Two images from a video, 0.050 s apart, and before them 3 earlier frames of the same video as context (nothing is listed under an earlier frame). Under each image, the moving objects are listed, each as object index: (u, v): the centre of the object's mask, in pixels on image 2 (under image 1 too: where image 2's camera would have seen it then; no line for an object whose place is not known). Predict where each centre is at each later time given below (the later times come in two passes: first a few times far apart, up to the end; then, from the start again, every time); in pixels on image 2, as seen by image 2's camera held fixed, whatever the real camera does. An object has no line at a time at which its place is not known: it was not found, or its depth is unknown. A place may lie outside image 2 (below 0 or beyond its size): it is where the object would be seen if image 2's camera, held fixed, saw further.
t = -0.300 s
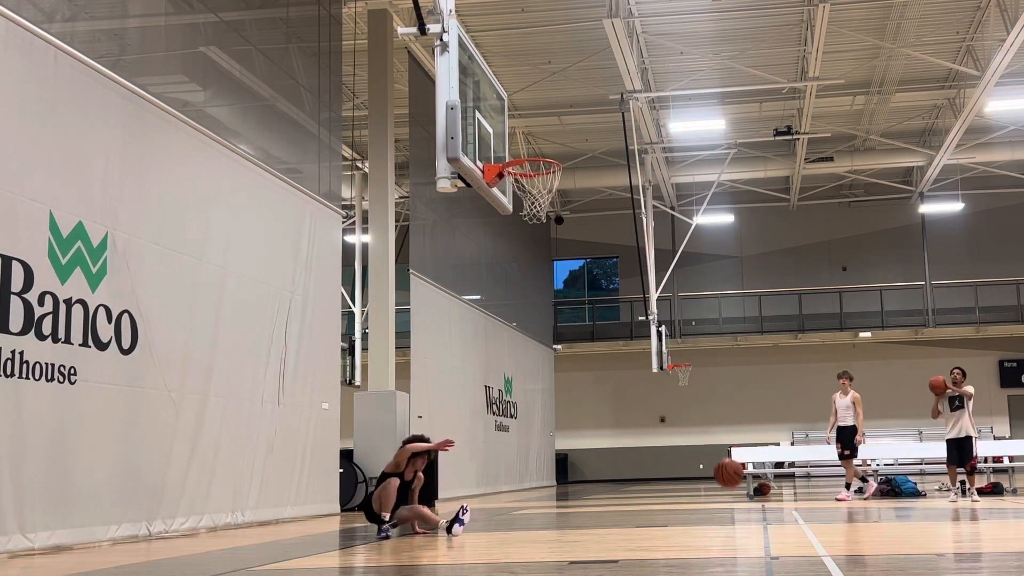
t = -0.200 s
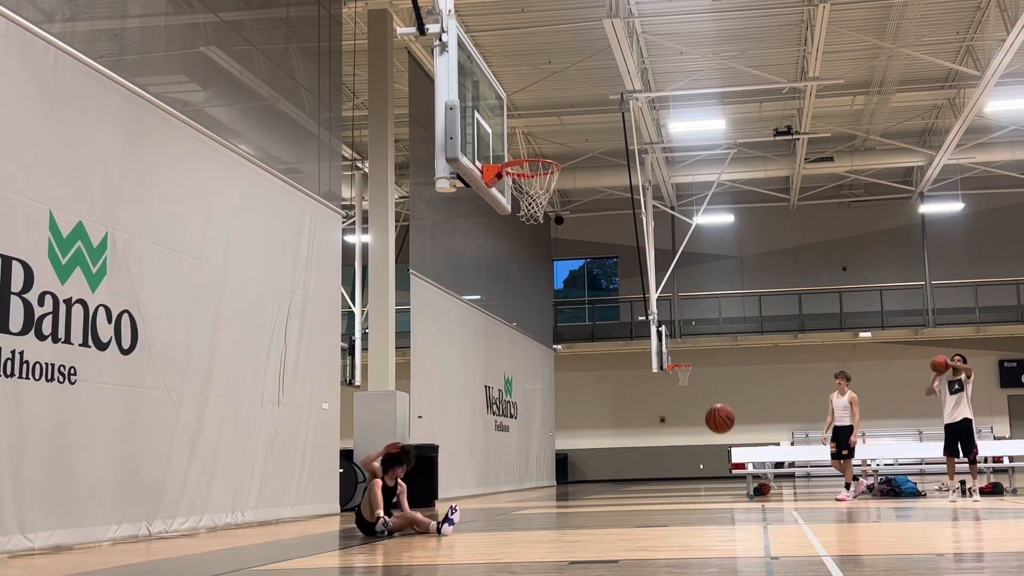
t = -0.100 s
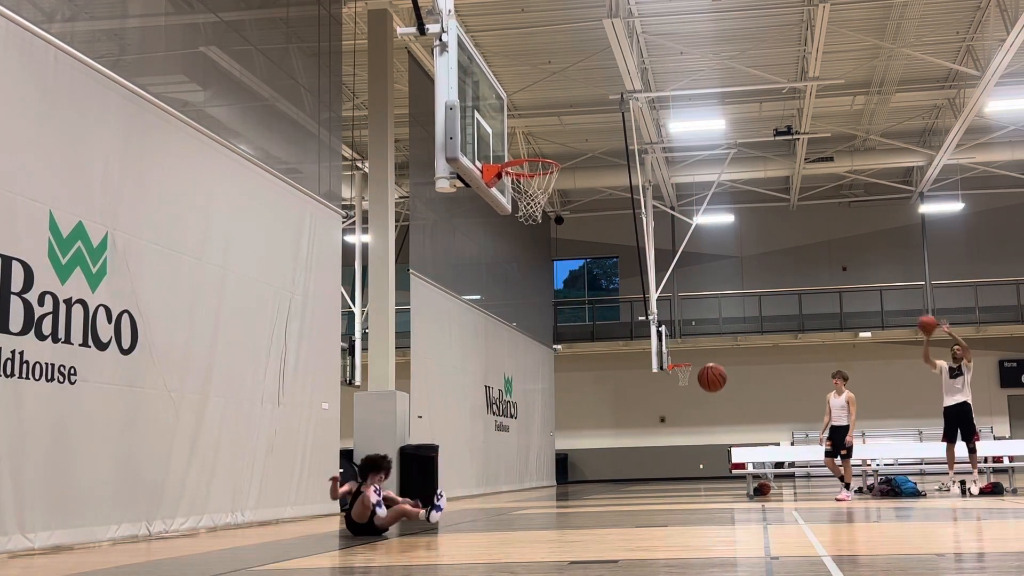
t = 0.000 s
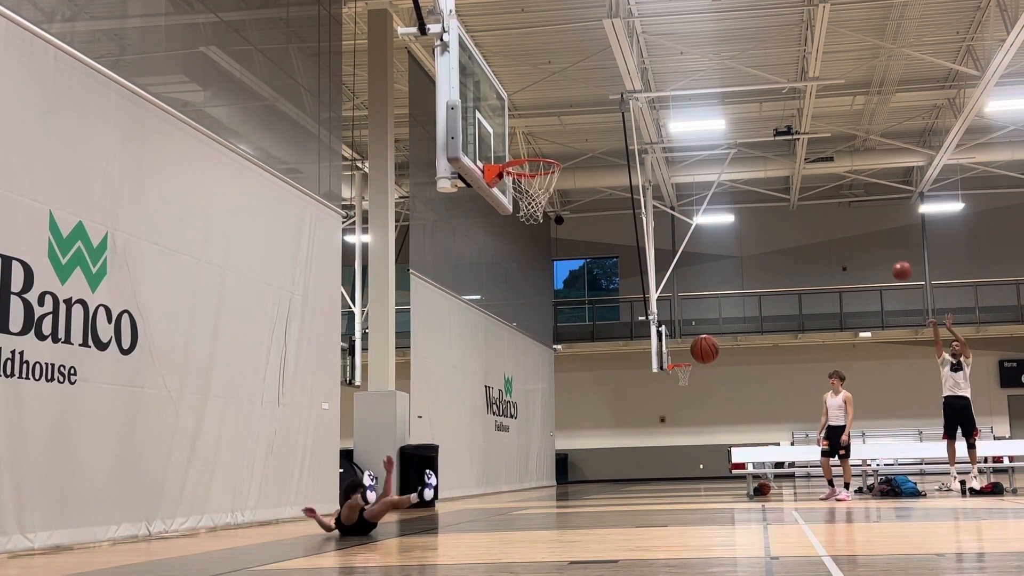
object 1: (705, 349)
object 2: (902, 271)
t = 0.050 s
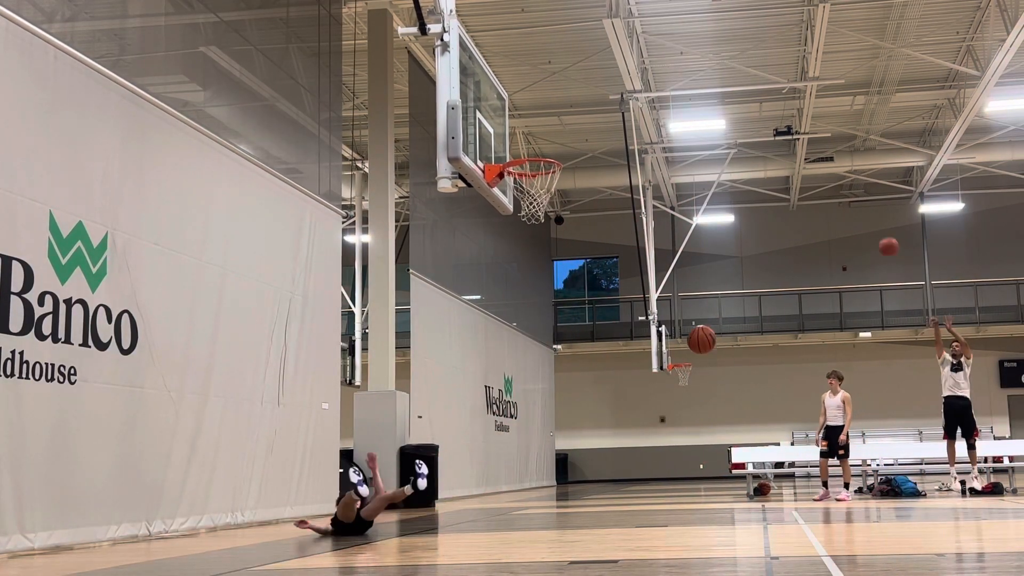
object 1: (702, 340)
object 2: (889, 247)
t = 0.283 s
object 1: (688, 333)
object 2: (824, 151)
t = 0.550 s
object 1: (674, 400)
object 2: (744, 84)
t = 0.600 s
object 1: (672, 423)
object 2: (728, 77)
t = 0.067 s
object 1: (701, 337)
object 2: (884, 239)
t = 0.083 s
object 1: (700, 335)
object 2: (880, 231)
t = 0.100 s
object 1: (698, 333)
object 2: (875, 223)
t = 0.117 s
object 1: (697, 331)
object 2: (871, 216)
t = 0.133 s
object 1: (696, 330)
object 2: (866, 209)
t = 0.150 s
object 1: (696, 329)
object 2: (862, 202)
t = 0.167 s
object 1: (694, 328)
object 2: (858, 195)
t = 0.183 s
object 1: (693, 328)
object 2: (853, 188)
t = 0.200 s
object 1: (692, 328)
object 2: (848, 181)
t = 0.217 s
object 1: (692, 328)
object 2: (844, 176)
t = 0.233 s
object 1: (690, 329)
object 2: (839, 169)
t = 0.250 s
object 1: (690, 330)
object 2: (835, 163)
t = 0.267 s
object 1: (689, 331)
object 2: (829, 157)
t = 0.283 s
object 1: (688, 333)
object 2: (824, 151)
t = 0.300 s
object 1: (687, 335)
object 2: (820, 145)
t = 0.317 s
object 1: (686, 337)
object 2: (815, 140)
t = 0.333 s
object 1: (685, 339)
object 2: (810, 135)
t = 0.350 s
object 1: (684, 342)
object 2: (805, 130)
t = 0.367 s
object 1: (683, 345)
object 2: (800, 125)
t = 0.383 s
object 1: (682, 348)
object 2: (795, 121)
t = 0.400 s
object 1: (681, 352)
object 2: (790, 116)
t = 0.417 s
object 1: (680, 356)
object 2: (785, 112)
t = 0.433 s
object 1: (680, 361)
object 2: (780, 107)
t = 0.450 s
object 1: (679, 366)
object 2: (775, 103)
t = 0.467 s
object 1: (678, 371)
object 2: (770, 100)
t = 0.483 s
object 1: (677, 376)
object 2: (765, 96)
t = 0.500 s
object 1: (676, 382)
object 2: (760, 93)
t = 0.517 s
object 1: (676, 388)
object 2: (754, 89)
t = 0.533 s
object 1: (675, 394)
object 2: (749, 86)
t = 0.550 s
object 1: (674, 400)
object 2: (744, 84)
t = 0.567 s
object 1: (674, 408)
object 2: (738, 81)
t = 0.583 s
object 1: (673, 415)
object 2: (733, 79)
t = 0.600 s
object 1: (672, 423)
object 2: (728, 77)
